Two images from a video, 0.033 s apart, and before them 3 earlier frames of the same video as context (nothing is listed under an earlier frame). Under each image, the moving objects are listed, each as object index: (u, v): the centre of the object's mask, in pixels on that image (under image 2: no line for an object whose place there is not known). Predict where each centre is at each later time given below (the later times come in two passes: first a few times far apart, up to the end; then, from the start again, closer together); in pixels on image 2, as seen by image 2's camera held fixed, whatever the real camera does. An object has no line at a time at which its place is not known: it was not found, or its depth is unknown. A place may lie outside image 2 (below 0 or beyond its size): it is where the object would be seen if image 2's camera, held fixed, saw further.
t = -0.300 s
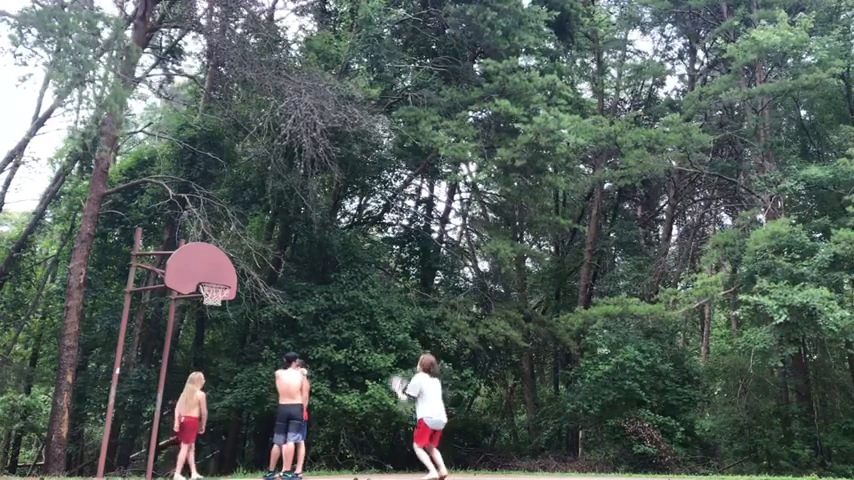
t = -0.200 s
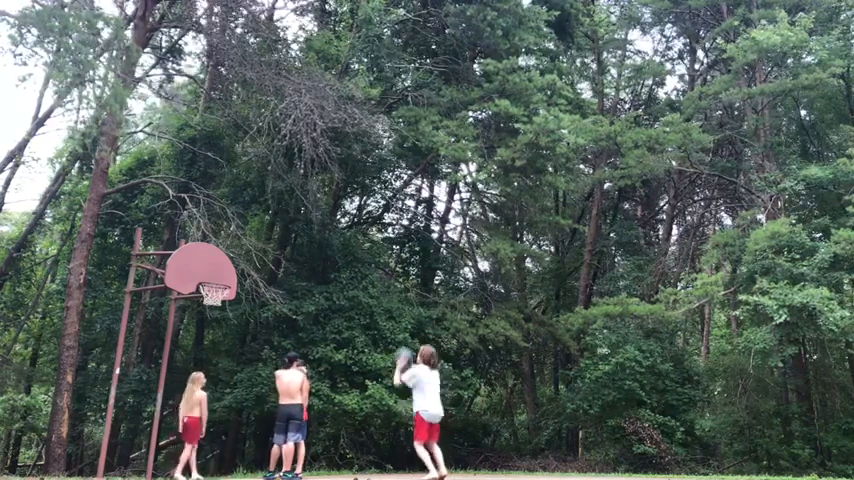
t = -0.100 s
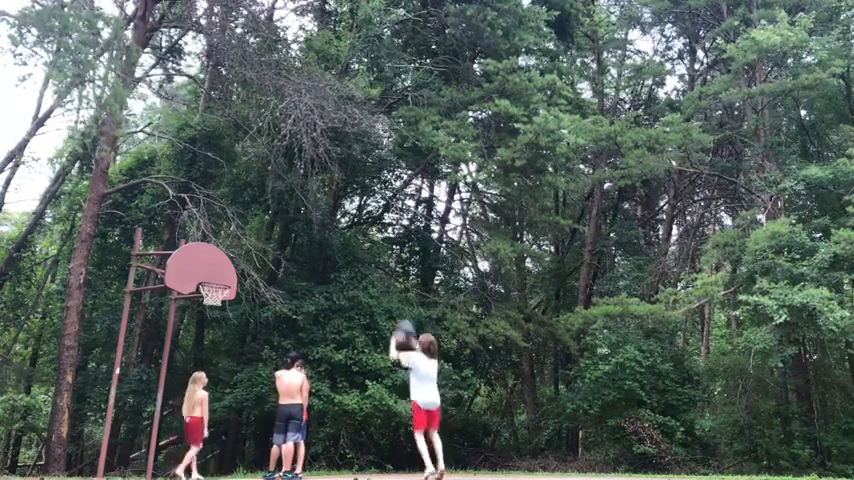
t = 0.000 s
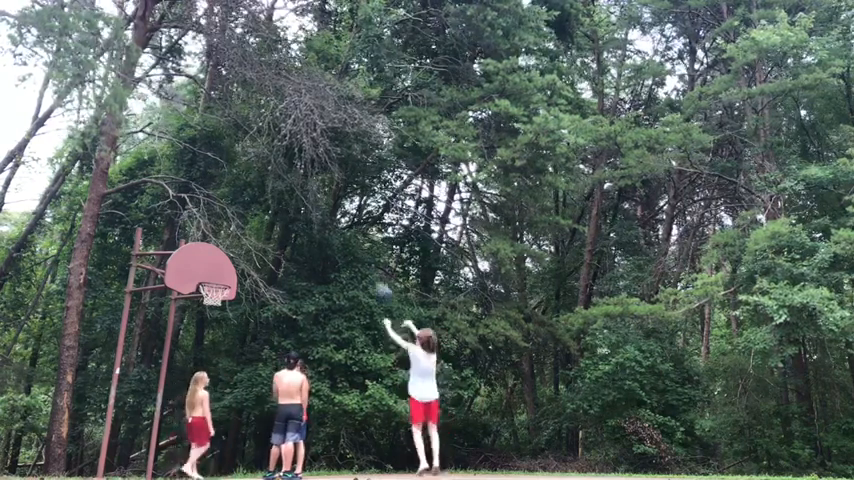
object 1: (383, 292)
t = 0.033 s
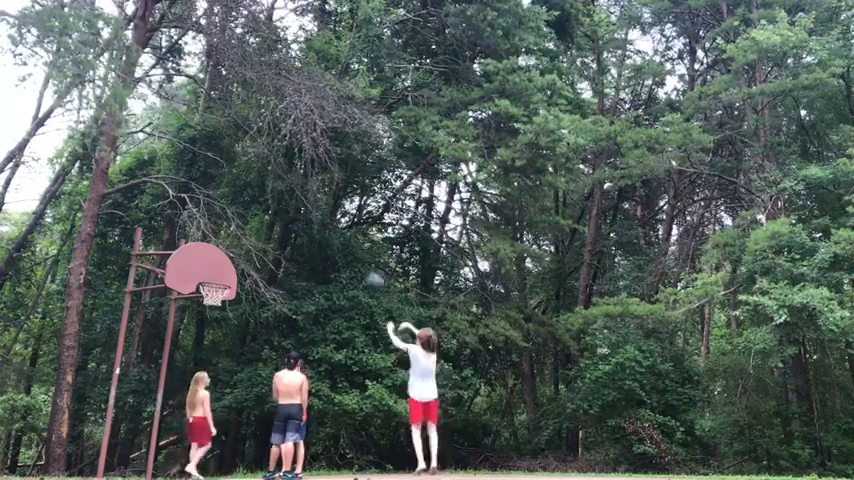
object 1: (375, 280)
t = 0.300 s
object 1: (316, 234)
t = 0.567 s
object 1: (264, 239)
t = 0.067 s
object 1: (367, 272)
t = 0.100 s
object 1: (359, 263)
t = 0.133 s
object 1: (351, 256)
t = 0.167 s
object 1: (343, 250)
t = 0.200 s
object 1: (337, 246)
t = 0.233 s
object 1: (329, 241)
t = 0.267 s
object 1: (323, 238)
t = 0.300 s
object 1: (316, 234)
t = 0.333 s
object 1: (309, 233)
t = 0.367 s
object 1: (302, 232)
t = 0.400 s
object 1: (296, 232)
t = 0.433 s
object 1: (290, 232)
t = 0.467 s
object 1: (282, 235)
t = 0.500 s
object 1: (277, 233)
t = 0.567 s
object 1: (264, 239)
